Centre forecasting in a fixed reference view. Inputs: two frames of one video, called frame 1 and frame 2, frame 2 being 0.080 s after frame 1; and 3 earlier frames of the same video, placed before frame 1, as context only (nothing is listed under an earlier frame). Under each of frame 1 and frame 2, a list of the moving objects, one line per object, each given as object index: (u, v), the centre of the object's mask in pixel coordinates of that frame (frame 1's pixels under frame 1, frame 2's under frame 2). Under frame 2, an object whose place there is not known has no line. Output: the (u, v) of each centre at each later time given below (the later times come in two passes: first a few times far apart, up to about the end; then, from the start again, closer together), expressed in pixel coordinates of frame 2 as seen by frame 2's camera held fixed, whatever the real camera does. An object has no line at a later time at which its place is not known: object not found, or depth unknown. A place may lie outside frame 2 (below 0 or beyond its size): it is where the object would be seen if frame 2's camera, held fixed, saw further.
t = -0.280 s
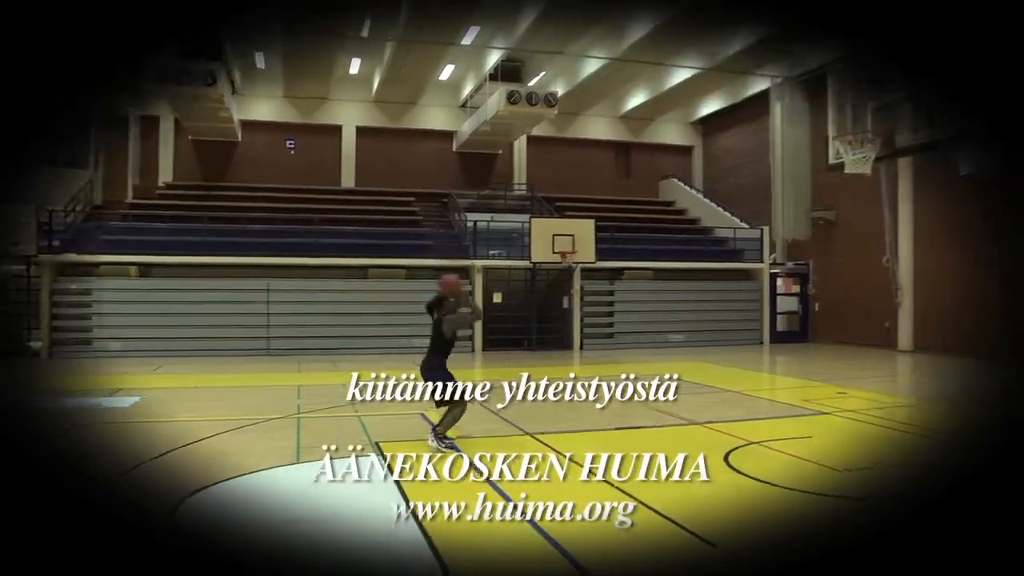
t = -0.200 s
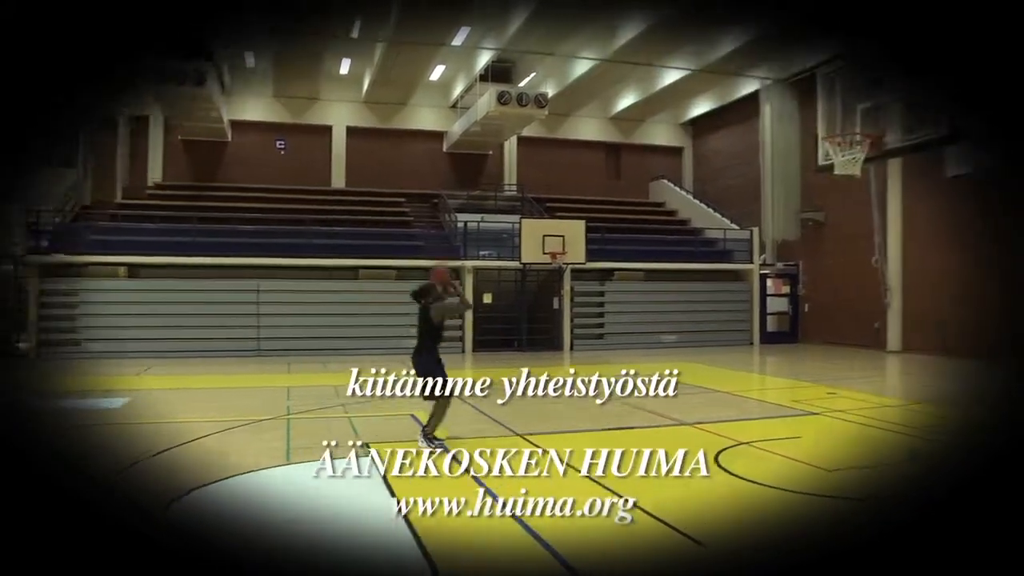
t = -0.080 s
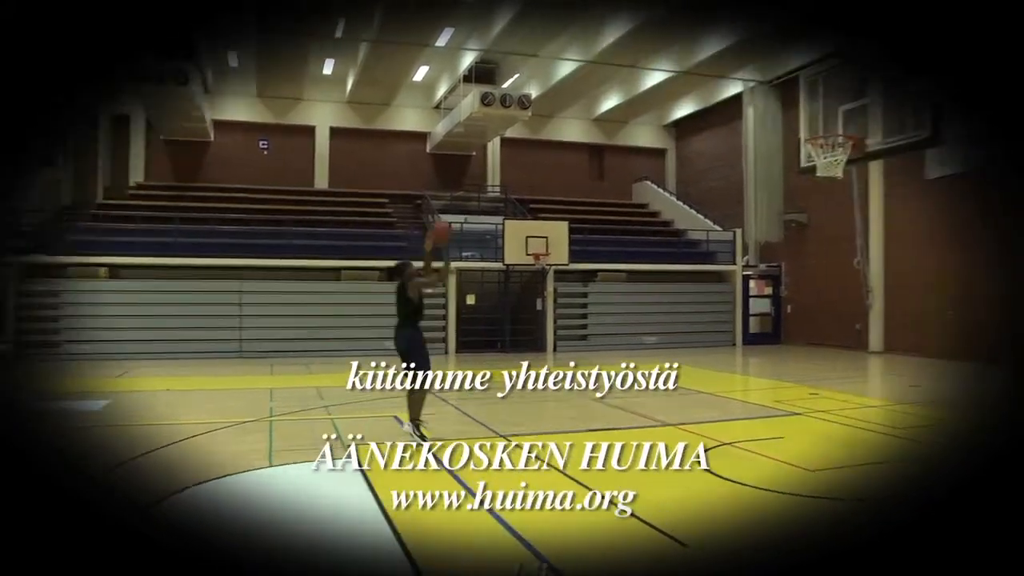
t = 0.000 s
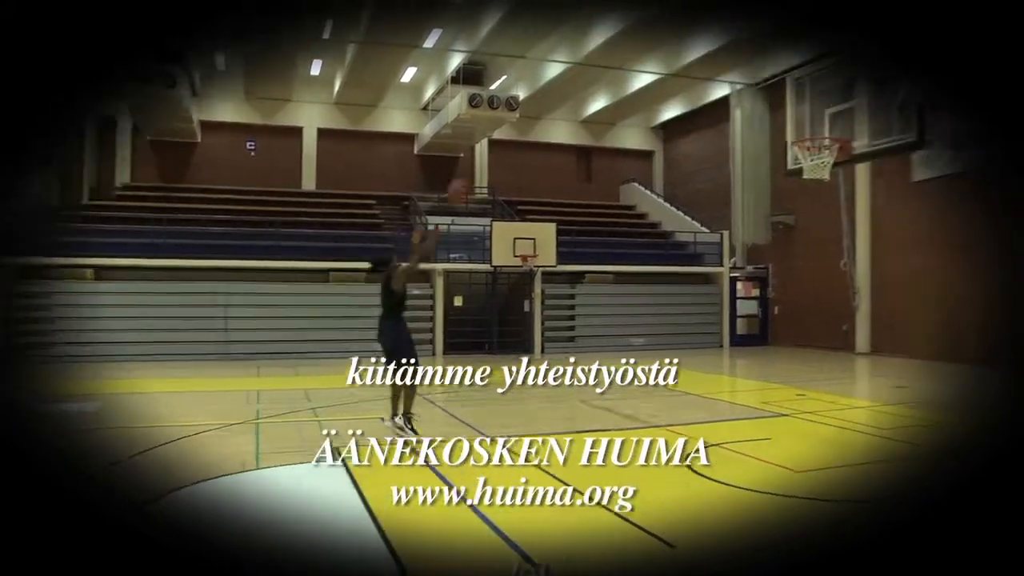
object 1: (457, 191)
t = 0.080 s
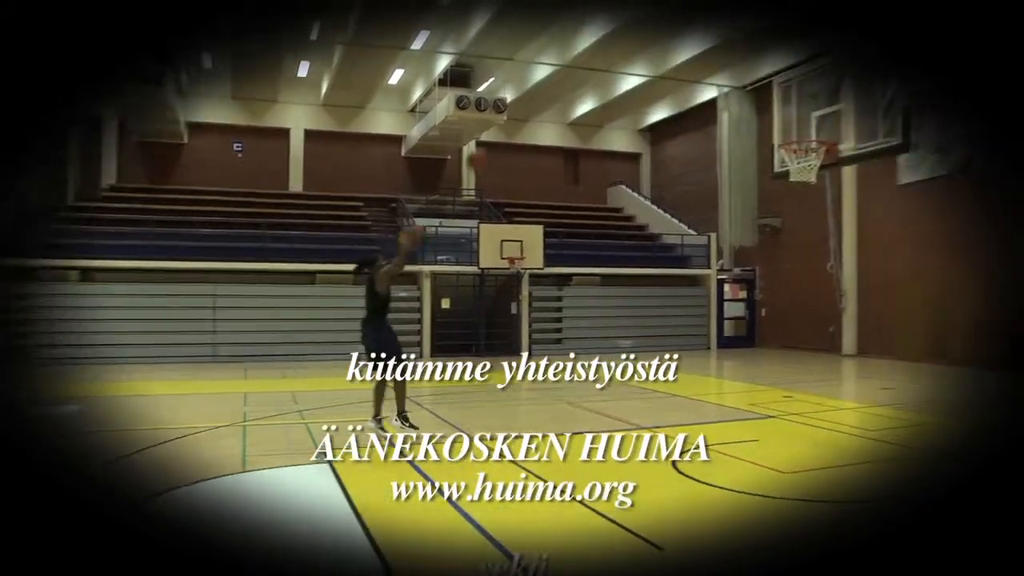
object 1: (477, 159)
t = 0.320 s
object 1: (577, 92)
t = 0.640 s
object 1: (712, 87)
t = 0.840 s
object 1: (801, 133)
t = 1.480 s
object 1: (791, 229)
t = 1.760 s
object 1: (773, 384)
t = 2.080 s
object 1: (761, 375)
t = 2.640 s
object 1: (743, 371)
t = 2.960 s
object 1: (729, 436)
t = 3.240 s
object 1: (721, 398)
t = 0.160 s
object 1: (510, 133)
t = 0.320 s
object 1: (577, 92)
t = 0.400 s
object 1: (609, 82)
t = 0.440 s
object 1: (626, 78)
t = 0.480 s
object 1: (644, 76)
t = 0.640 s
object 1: (712, 87)
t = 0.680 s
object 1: (729, 93)
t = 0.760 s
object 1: (766, 108)
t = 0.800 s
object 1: (784, 121)
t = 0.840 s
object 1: (801, 133)
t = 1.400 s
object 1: (794, 214)
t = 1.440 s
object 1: (792, 218)
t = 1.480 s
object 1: (791, 229)
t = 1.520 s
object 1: (792, 260)
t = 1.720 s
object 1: (776, 364)
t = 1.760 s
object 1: (773, 384)
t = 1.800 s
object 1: (769, 416)
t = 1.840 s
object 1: (766, 444)
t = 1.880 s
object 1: (762, 451)
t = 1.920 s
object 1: (762, 432)
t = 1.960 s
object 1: (762, 415)
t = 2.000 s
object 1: (761, 399)
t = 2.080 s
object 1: (761, 375)
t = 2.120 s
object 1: (758, 365)
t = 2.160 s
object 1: (760, 352)
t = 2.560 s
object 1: (746, 349)
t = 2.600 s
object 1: (744, 359)
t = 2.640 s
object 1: (743, 371)
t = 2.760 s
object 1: (737, 414)
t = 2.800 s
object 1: (735, 432)
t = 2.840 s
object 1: (732, 447)
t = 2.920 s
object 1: (728, 446)
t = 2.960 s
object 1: (729, 436)
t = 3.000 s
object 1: (727, 427)
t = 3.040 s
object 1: (726, 418)
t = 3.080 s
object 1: (726, 410)
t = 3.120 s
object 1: (725, 405)
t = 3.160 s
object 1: (723, 401)
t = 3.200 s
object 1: (722, 398)
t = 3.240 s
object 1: (721, 398)
